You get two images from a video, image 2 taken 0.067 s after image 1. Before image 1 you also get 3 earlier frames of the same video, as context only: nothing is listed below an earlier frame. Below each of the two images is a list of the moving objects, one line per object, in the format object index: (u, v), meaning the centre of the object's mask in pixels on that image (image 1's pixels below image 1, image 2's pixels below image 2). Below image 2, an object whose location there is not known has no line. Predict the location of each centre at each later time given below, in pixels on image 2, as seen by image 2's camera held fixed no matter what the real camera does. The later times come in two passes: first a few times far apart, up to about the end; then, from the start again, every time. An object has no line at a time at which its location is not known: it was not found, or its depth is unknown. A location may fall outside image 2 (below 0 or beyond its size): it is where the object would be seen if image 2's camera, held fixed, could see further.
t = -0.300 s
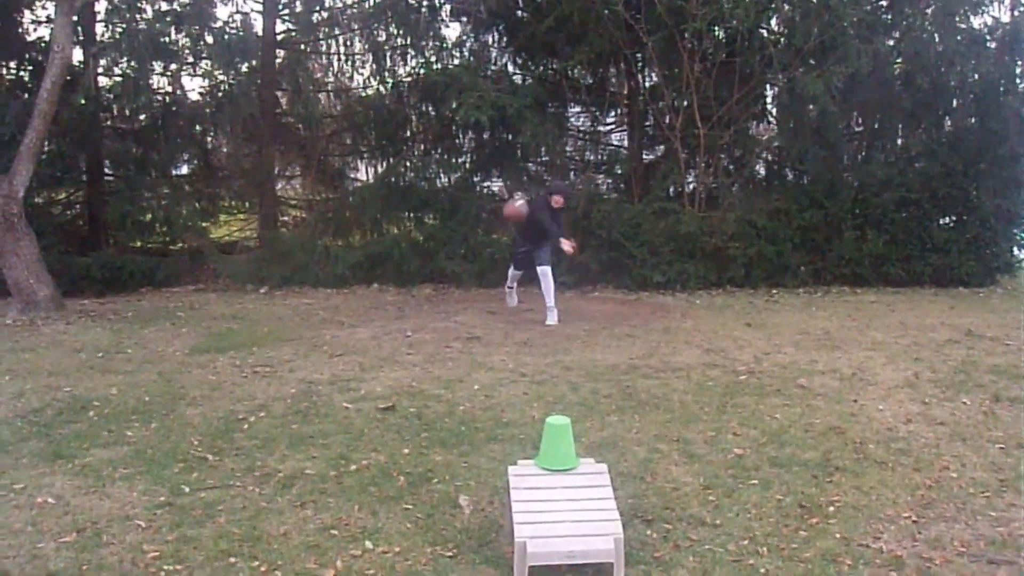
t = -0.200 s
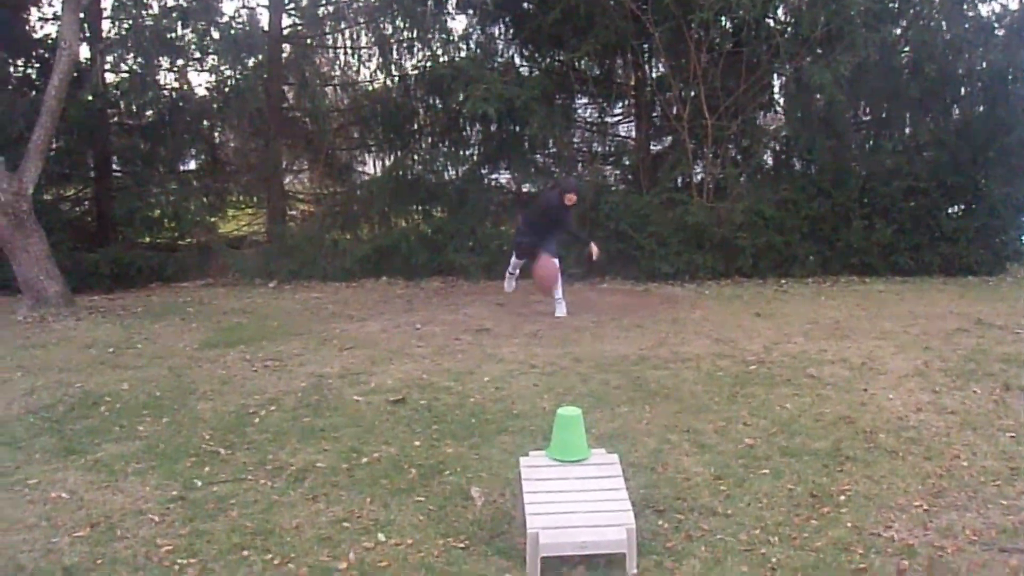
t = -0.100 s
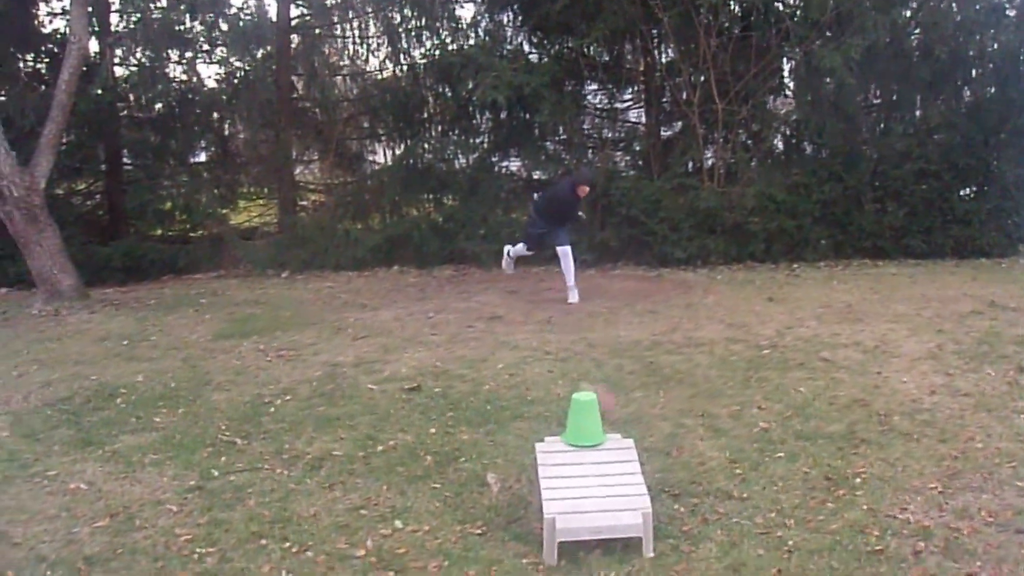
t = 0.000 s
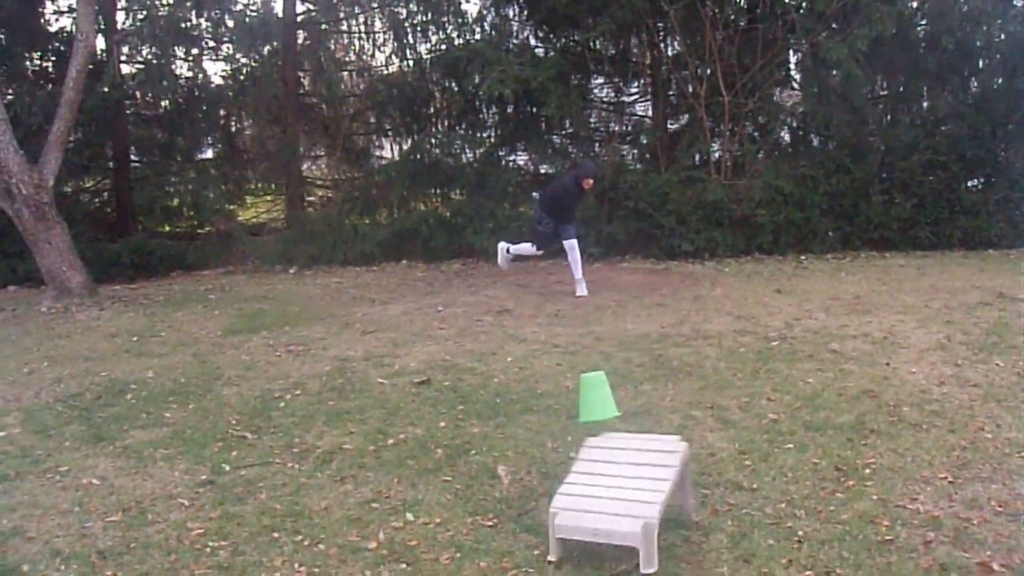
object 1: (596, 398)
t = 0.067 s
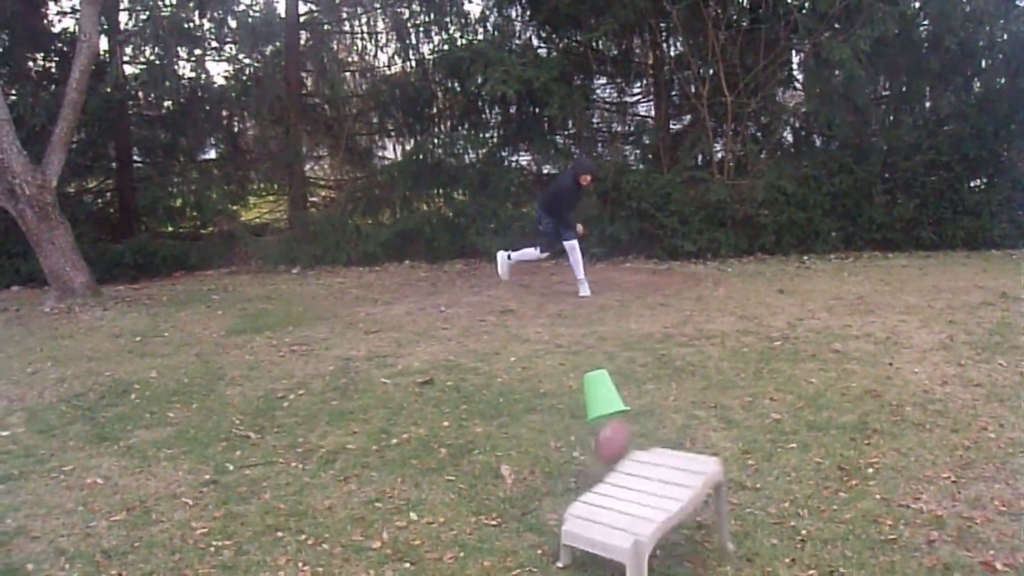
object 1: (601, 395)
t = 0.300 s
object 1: (616, 468)
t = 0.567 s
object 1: (594, 470)
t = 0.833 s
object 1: (579, 462)
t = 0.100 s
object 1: (603, 400)
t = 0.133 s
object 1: (605, 407)
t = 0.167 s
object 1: (607, 415)
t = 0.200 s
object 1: (609, 425)
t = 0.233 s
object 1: (612, 438)
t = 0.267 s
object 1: (614, 452)
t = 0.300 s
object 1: (616, 468)
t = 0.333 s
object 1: (618, 486)
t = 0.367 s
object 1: (617, 490)
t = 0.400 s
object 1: (614, 480)
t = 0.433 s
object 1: (608, 472)
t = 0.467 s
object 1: (603, 469)
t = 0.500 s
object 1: (600, 468)
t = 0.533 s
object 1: (597, 470)
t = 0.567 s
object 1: (594, 470)
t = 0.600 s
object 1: (592, 468)
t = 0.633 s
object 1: (589, 467)
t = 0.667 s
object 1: (586, 466)
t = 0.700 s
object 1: (584, 467)
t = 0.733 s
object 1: (581, 466)
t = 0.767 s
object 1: (580, 464)
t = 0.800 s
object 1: (579, 462)
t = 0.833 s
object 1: (579, 462)
